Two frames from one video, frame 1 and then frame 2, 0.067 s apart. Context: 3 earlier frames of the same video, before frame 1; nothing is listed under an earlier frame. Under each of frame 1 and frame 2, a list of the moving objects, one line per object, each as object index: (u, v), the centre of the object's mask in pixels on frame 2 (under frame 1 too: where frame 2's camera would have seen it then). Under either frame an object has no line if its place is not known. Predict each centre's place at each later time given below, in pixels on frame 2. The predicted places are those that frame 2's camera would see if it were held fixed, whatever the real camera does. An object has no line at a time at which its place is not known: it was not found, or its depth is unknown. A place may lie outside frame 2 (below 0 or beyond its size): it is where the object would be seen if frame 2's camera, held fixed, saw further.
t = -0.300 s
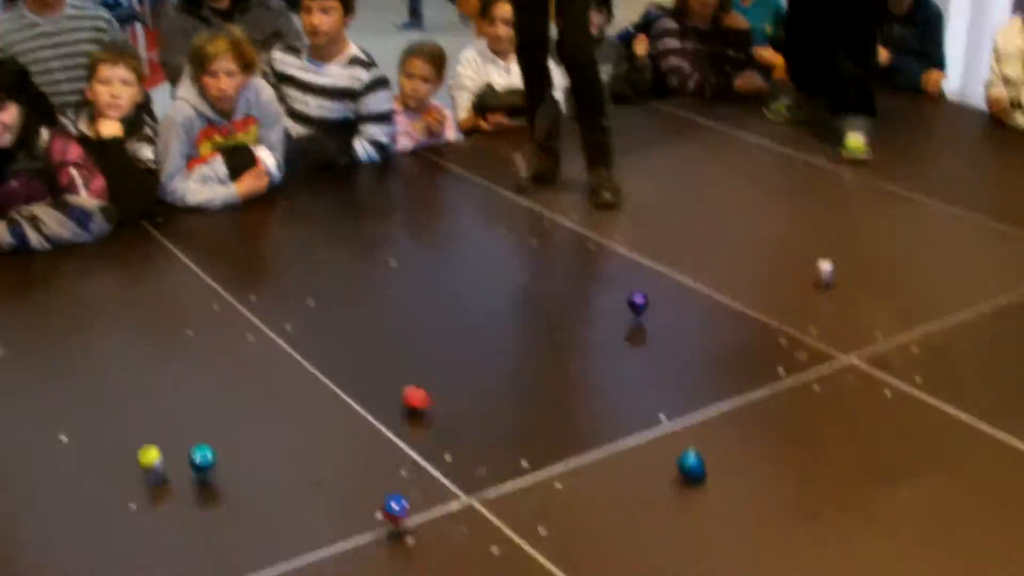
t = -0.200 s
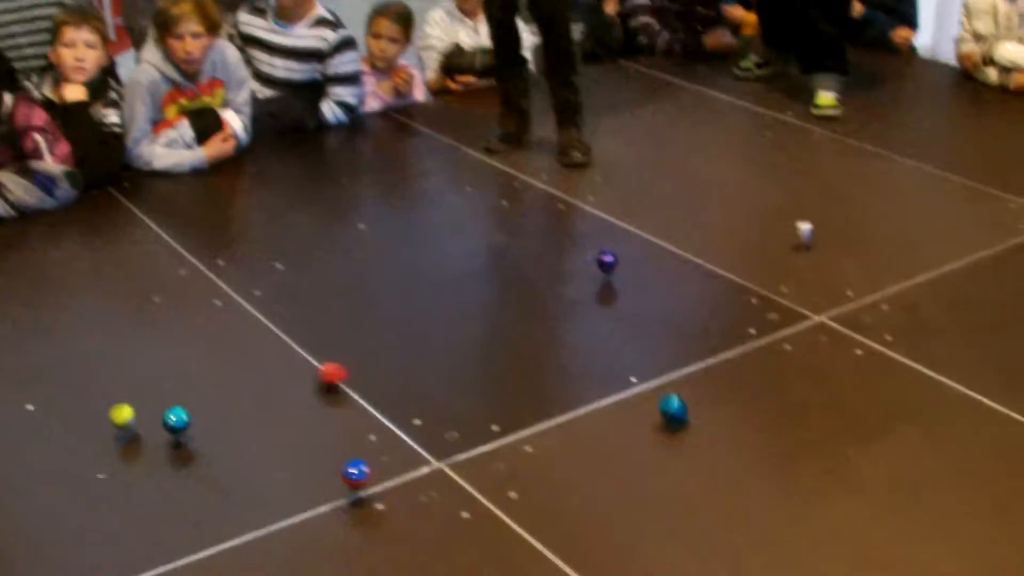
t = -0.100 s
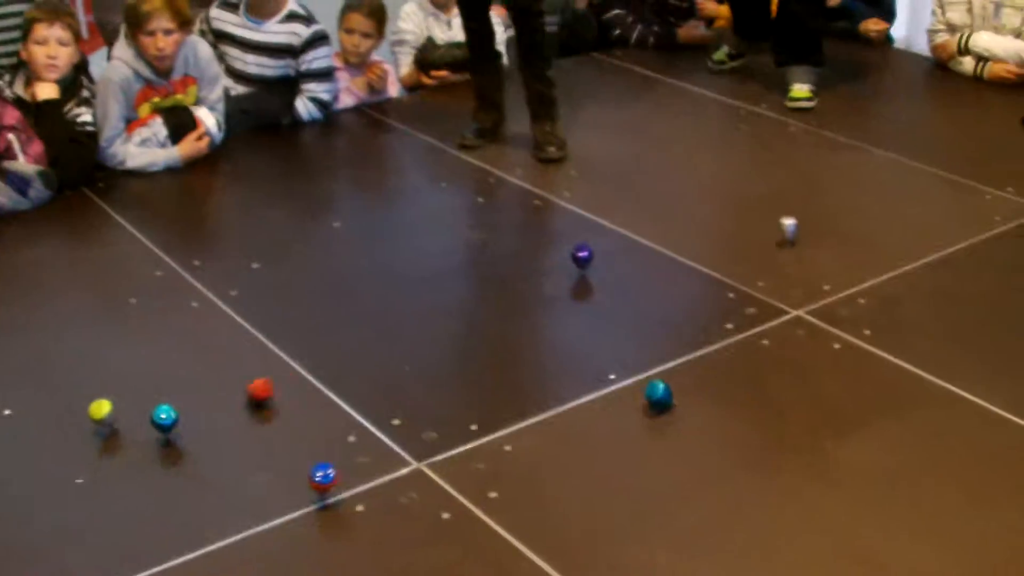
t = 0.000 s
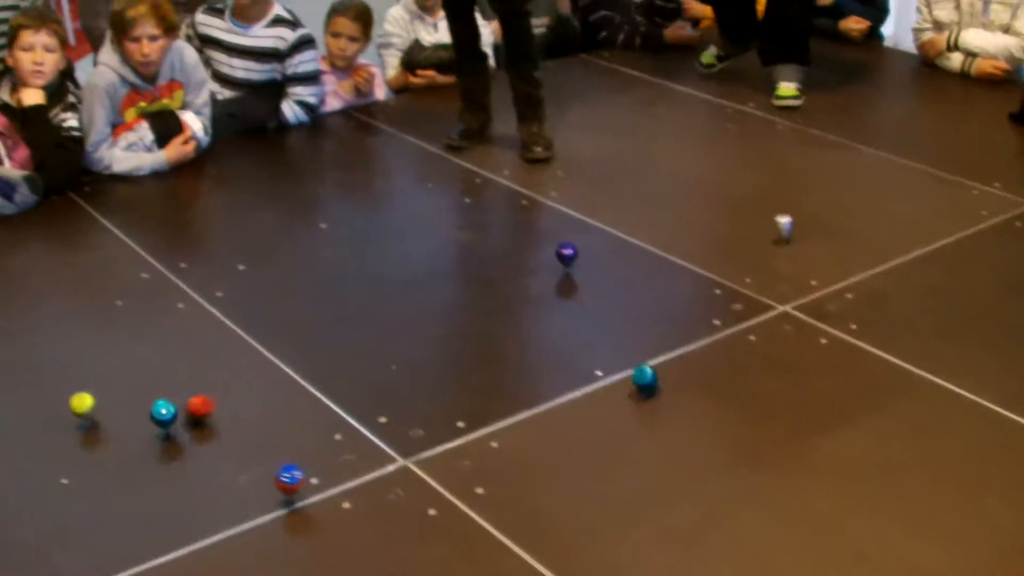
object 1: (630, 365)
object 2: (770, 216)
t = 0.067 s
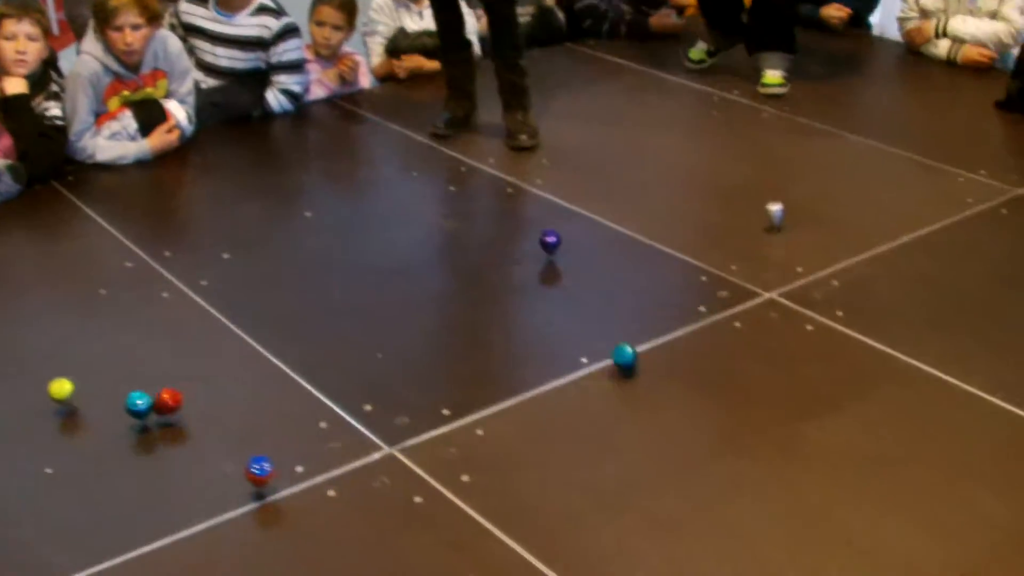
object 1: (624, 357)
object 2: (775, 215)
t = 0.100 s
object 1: (621, 355)
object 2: (777, 216)
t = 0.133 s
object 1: (617, 353)
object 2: (780, 216)
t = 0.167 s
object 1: (611, 348)
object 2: (784, 216)
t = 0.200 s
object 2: (787, 215)
